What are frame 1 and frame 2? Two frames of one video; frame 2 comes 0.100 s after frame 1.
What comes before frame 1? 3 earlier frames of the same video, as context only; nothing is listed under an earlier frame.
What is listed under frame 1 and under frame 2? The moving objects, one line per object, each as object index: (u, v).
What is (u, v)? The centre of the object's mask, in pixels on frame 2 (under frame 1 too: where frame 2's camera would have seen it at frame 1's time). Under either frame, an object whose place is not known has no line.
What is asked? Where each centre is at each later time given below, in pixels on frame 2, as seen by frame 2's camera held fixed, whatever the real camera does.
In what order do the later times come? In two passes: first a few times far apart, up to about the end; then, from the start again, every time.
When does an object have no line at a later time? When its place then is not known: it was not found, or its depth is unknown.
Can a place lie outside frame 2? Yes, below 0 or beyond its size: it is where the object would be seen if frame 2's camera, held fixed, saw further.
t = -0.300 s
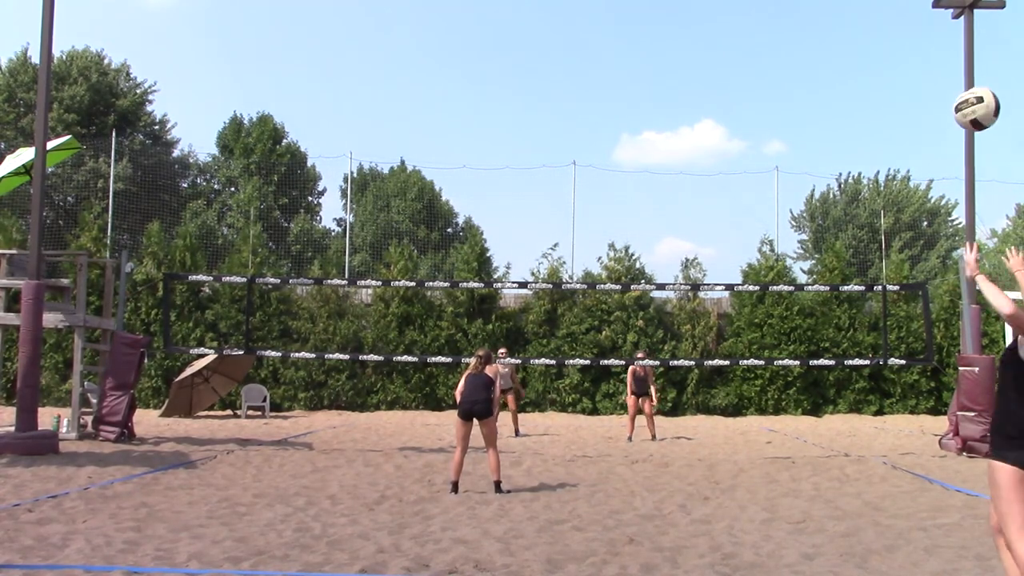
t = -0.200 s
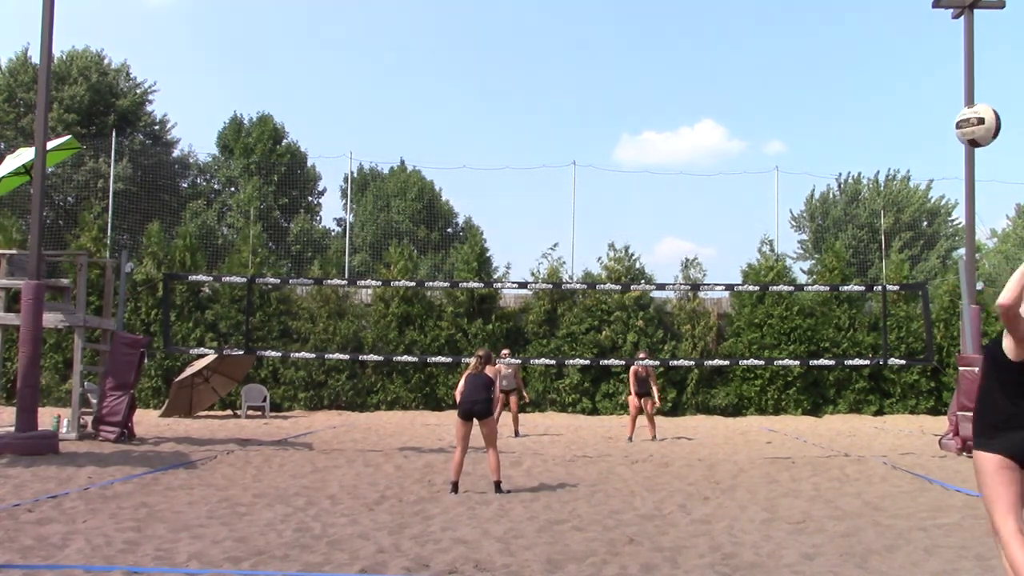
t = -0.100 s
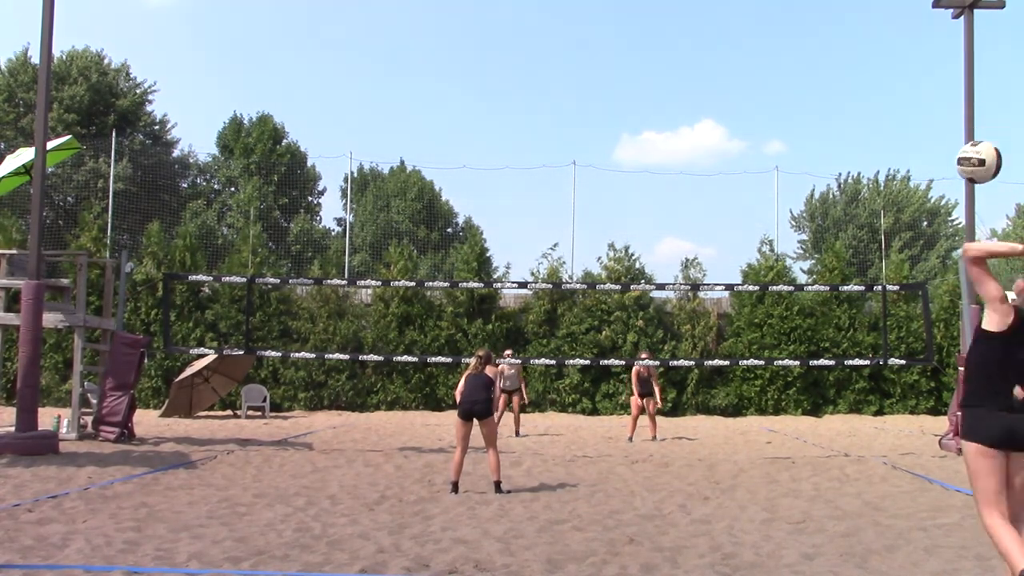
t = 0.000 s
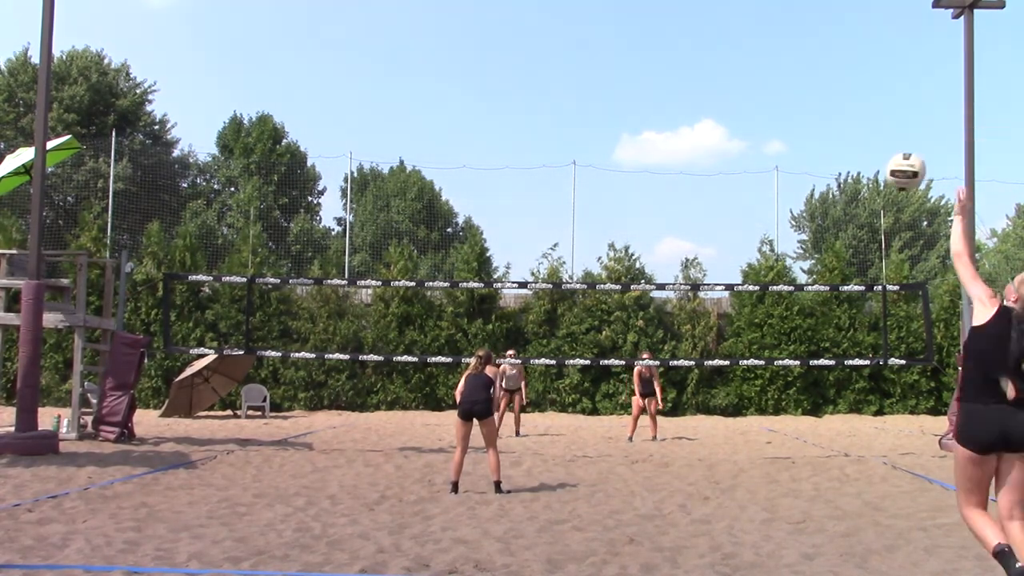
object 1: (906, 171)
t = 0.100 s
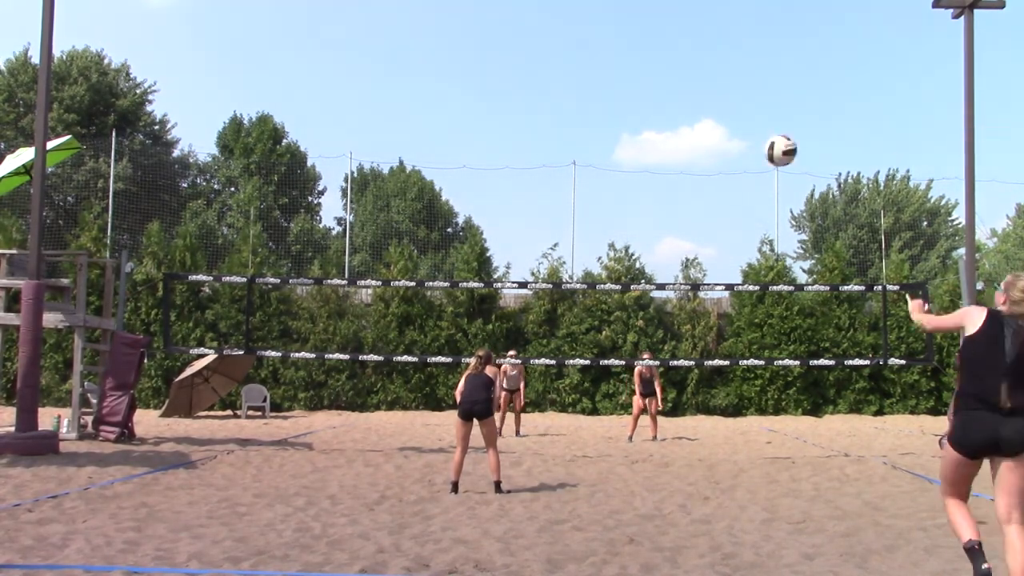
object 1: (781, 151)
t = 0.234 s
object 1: (669, 148)
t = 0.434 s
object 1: (559, 172)
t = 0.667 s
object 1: (474, 225)
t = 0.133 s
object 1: (749, 148)
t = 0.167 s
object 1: (720, 147)
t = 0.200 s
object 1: (693, 147)
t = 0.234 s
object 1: (669, 148)
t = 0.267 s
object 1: (647, 150)
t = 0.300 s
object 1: (627, 153)
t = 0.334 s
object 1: (608, 156)
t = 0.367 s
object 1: (590, 161)
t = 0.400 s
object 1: (574, 166)
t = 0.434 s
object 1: (559, 172)
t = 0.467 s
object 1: (544, 178)
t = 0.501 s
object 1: (531, 185)
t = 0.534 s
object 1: (519, 192)
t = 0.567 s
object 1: (506, 200)
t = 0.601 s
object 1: (495, 208)
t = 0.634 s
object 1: (484, 217)
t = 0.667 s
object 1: (474, 225)
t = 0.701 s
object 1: (464, 235)
